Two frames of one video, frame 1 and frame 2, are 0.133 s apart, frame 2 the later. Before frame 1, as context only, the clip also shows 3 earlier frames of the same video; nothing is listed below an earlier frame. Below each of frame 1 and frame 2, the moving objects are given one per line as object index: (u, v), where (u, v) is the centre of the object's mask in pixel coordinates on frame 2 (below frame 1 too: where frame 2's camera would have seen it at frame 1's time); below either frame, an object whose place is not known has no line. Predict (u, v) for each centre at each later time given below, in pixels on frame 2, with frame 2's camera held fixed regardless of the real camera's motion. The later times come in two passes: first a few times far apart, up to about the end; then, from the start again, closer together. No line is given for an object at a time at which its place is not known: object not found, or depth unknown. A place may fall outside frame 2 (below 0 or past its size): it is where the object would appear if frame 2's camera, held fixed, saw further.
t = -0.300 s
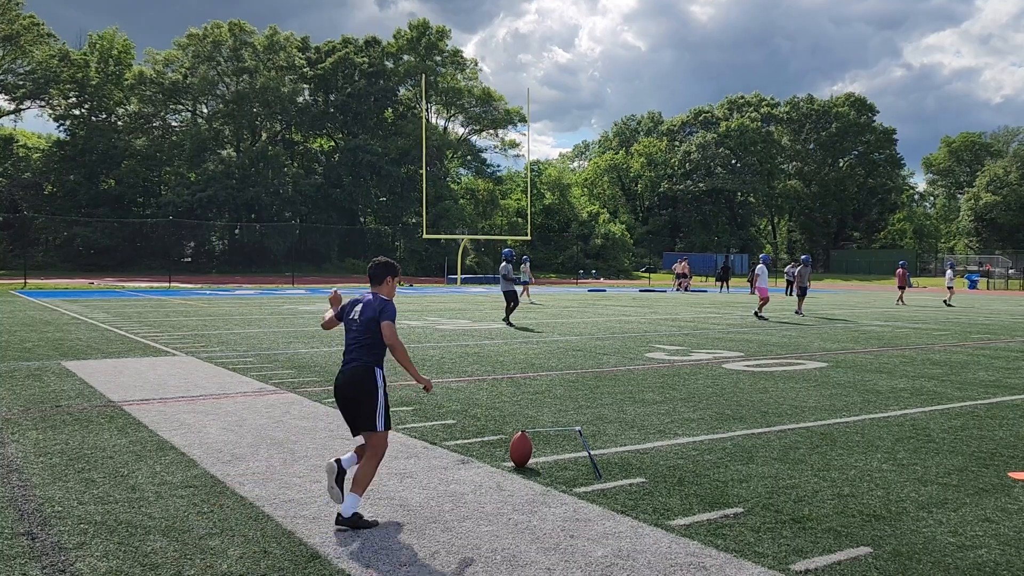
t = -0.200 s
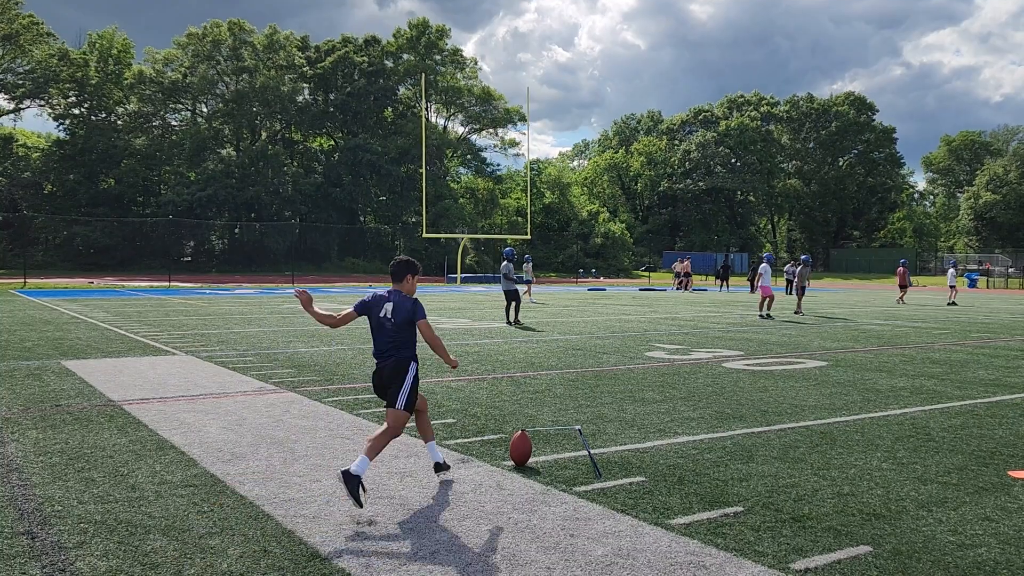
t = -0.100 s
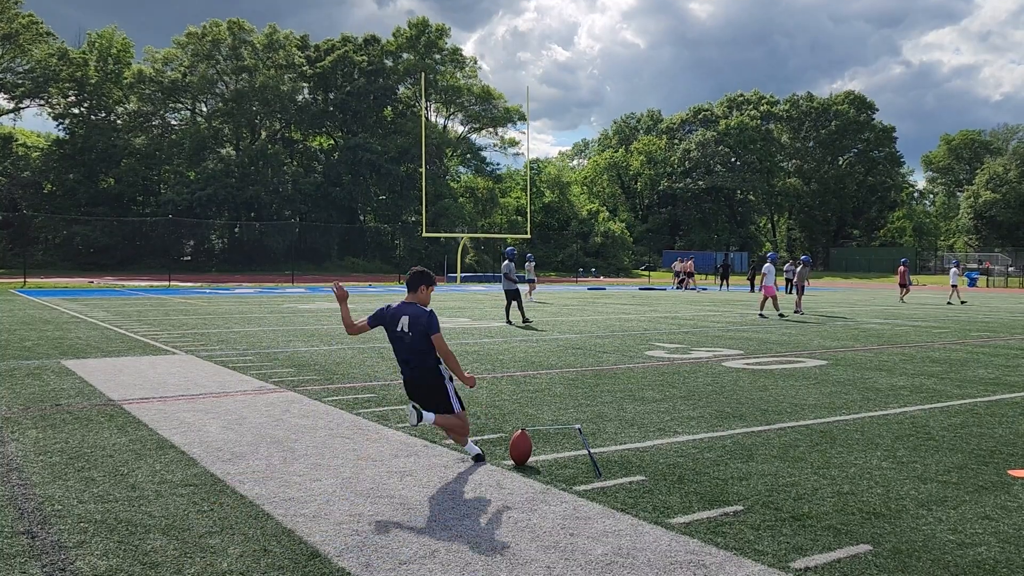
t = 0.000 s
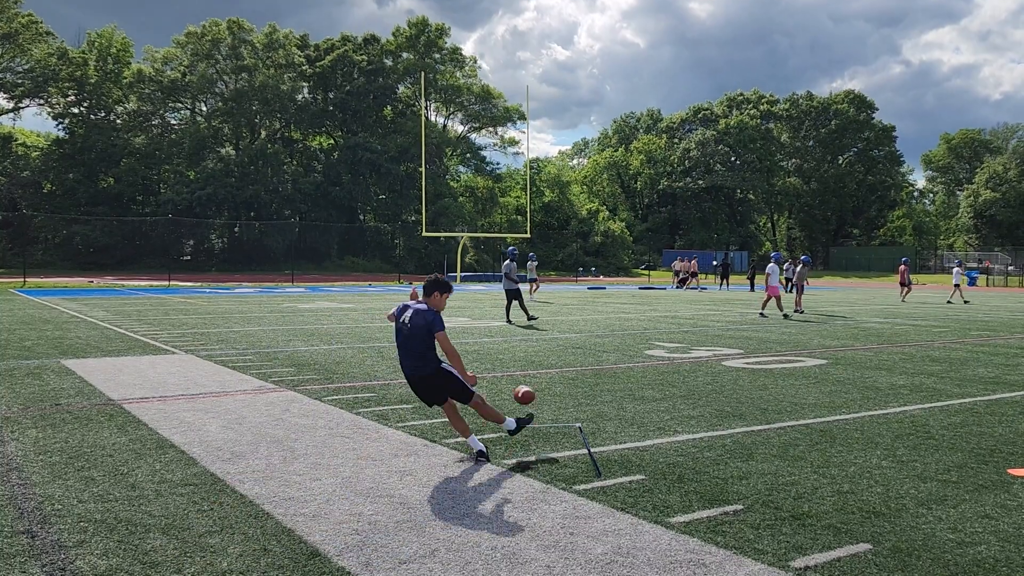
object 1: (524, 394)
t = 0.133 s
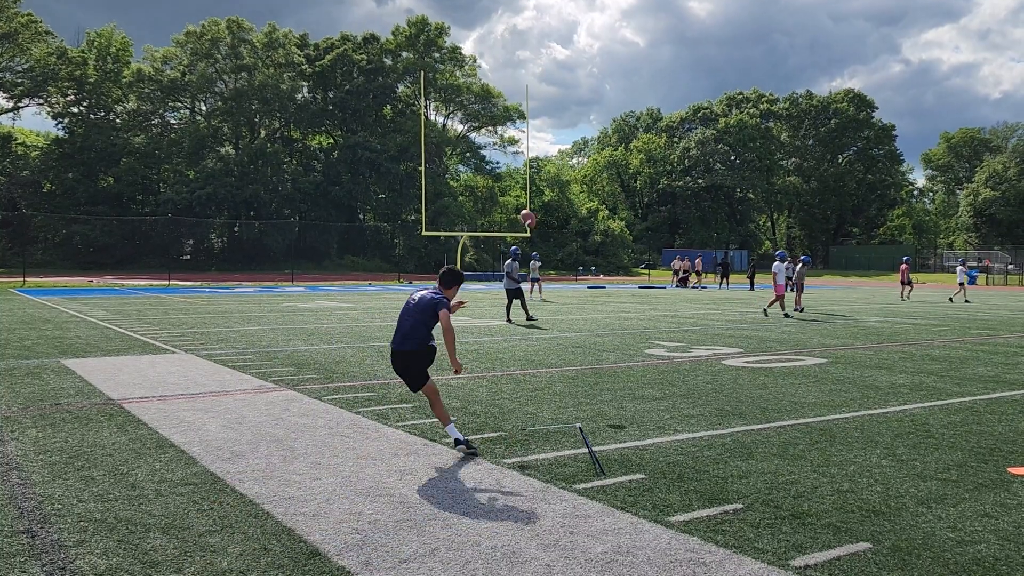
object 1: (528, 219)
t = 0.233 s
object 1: (526, 148)
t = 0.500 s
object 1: (518, 54)
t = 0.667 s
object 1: (512, 29)
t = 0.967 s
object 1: (499, 15)
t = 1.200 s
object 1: (490, 21)
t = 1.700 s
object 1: (476, 59)
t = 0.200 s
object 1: (527, 168)
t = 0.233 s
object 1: (526, 148)
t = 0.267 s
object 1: (525, 130)
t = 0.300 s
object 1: (523, 115)
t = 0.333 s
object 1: (523, 101)
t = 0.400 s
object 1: (521, 79)
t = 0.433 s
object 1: (520, 70)
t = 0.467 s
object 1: (519, 62)
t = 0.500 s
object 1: (518, 54)
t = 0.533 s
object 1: (517, 48)
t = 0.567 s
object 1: (516, 42)
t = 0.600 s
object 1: (515, 37)
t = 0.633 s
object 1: (514, 33)
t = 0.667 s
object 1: (512, 29)
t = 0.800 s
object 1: (507, 20)
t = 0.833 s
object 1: (505, 18)
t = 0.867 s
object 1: (504, 17)
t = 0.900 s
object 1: (503, 16)
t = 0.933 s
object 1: (501, 16)
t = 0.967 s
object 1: (499, 15)
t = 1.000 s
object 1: (498, 16)
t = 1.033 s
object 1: (497, 16)
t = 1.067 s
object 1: (495, 16)
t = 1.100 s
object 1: (494, 17)
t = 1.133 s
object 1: (493, 18)
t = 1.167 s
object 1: (492, 19)
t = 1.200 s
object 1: (490, 21)
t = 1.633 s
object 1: (478, 52)
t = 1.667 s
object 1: (477, 56)
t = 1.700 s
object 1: (476, 59)
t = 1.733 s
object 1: (475, 62)
